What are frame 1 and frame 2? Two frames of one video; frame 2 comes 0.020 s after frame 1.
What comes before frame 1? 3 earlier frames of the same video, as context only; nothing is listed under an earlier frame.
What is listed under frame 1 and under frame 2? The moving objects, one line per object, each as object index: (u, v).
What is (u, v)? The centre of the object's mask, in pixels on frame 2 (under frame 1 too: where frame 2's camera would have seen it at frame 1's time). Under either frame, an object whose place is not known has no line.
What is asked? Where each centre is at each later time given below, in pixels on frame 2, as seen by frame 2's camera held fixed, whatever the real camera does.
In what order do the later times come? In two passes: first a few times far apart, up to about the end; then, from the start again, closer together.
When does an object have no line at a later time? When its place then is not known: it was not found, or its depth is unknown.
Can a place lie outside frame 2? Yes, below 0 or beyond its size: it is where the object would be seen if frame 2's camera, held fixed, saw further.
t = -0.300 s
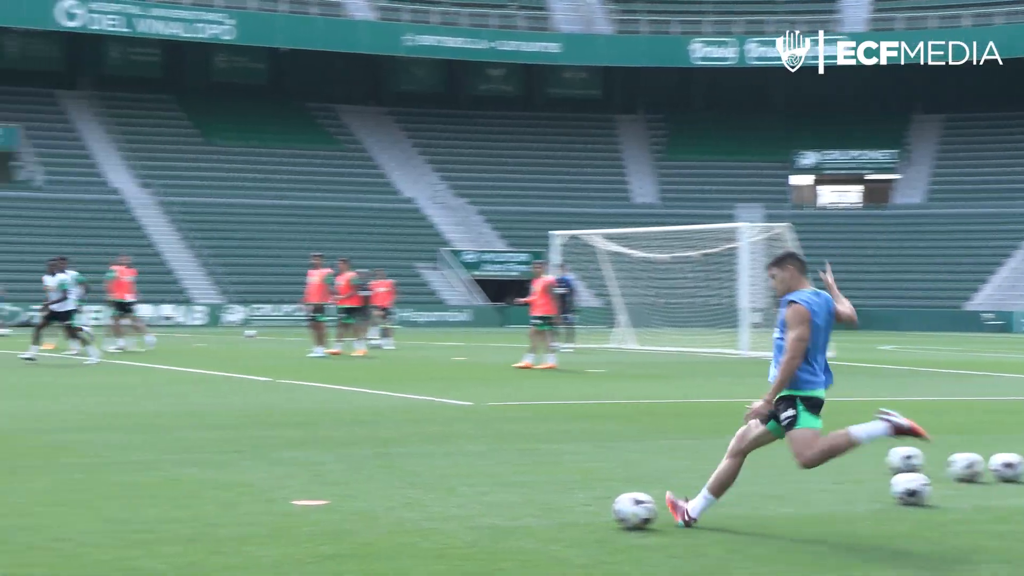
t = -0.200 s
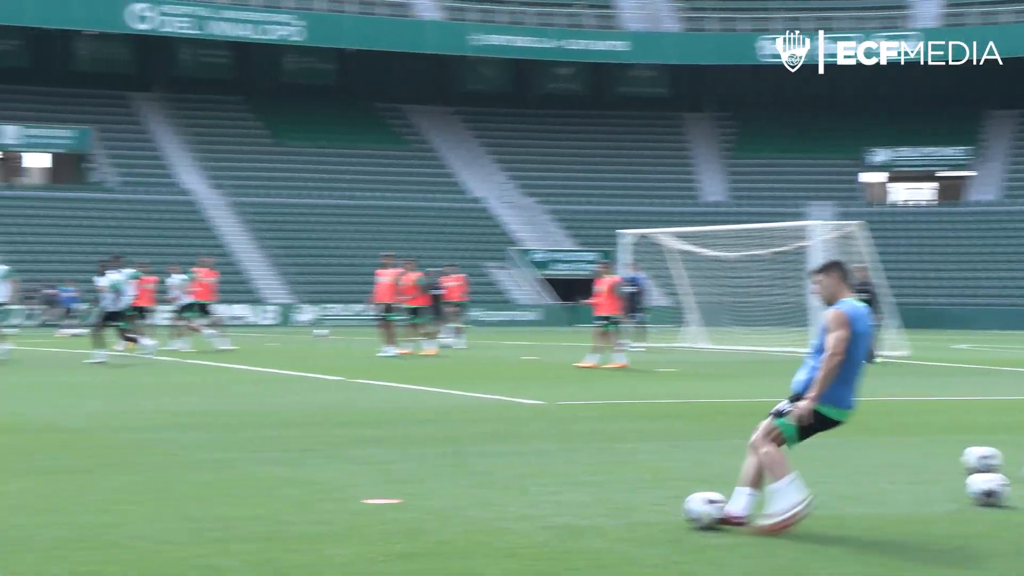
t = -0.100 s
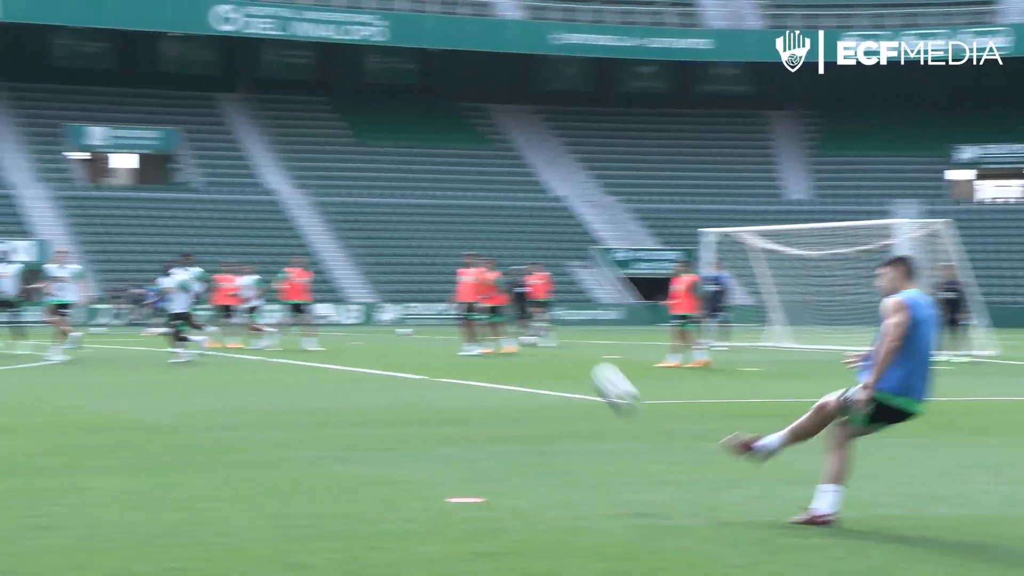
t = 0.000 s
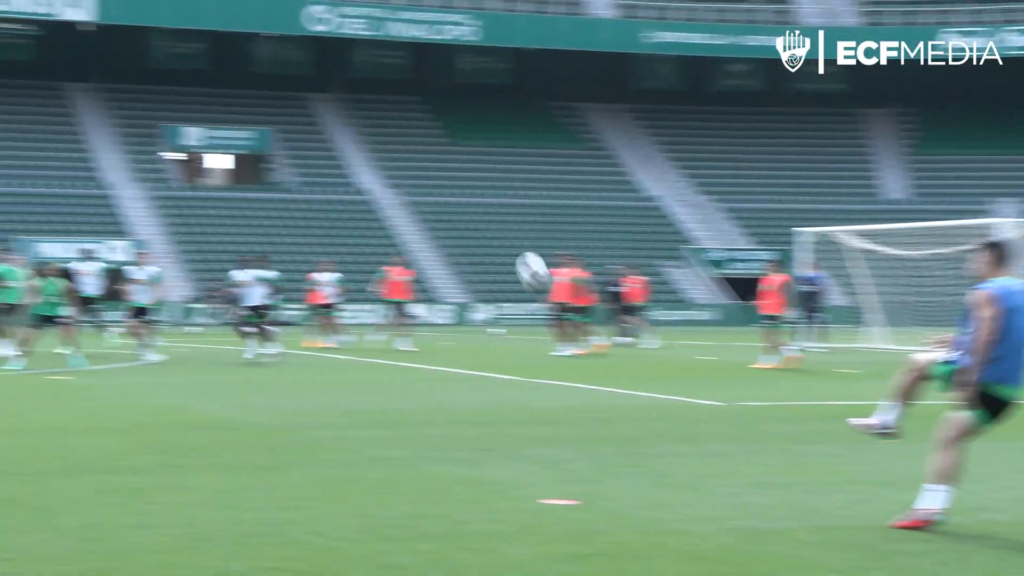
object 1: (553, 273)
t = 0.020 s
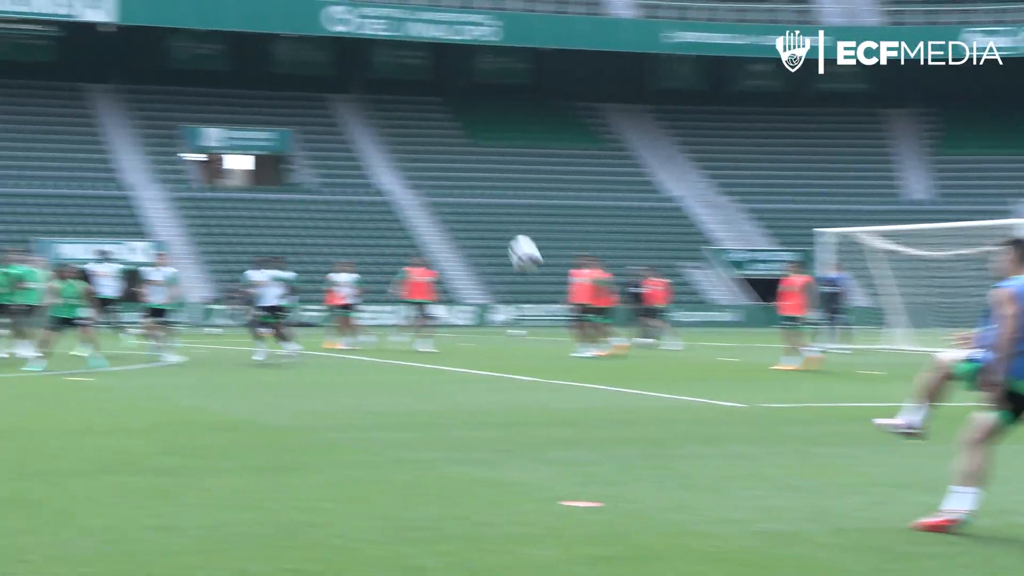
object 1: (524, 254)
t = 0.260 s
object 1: (274, 107)
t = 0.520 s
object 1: (132, 50)
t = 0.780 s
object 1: (53, 57)
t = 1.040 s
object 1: (10, 106)
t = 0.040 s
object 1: (497, 236)
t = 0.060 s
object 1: (471, 220)
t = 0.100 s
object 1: (423, 189)
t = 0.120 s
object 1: (401, 176)
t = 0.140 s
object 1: (379, 164)
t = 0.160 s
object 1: (359, 153)
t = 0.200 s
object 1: (323, 131)
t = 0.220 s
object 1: (306, 121)
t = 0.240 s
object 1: (290, 114)
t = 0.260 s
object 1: (274, 107)
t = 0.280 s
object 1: (260, 98)
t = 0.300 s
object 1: (246, 92)
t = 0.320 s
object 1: (233, 86)
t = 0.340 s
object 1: (221, 80)
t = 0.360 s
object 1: (209, 75)
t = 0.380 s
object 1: (197, 71)
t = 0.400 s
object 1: (186, 67)
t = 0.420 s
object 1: (176, 62)
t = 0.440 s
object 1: (166, 60)
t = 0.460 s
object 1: (157, 57)
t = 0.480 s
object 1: (148, 54)
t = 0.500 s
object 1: (140, 52)
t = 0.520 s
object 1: (132, 50)
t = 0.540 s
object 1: (124, 48)
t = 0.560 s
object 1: (117, 47)
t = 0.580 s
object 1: (109, 46)
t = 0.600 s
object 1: (103, 46)
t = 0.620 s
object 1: (96, 46)
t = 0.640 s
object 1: (90, 46)
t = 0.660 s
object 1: (84, 47)
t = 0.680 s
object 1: (78, 48)
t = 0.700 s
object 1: (72, 49)
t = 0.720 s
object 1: (67, 51)
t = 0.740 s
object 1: (62, 52)
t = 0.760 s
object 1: (58, 54)
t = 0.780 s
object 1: (53, 57)
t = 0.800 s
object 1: (50, 59)
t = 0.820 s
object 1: (45, 62)
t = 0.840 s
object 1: (42, 65)
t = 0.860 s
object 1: (37, 68)
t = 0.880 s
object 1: (34, 71)
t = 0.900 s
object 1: (30, 75)
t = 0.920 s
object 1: (26, 79)
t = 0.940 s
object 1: (23, 82)
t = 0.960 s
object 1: (20, 87)
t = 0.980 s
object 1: (17, 92)
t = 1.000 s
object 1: (15, 96)
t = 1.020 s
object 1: (12, 100)
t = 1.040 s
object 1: (10, 106)
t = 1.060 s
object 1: (6, 111)
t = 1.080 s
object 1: (4, 116)
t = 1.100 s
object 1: (2, 122)
